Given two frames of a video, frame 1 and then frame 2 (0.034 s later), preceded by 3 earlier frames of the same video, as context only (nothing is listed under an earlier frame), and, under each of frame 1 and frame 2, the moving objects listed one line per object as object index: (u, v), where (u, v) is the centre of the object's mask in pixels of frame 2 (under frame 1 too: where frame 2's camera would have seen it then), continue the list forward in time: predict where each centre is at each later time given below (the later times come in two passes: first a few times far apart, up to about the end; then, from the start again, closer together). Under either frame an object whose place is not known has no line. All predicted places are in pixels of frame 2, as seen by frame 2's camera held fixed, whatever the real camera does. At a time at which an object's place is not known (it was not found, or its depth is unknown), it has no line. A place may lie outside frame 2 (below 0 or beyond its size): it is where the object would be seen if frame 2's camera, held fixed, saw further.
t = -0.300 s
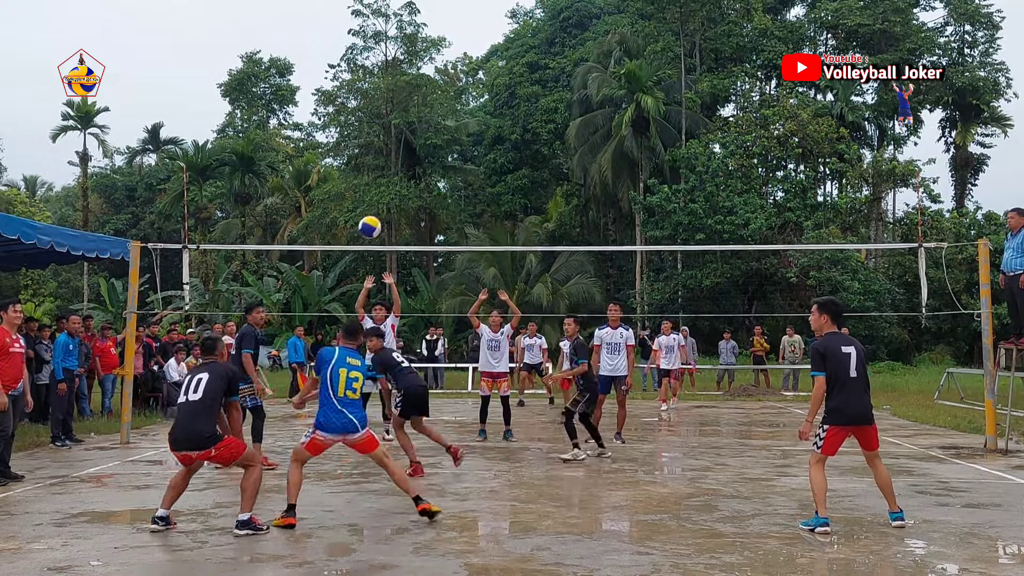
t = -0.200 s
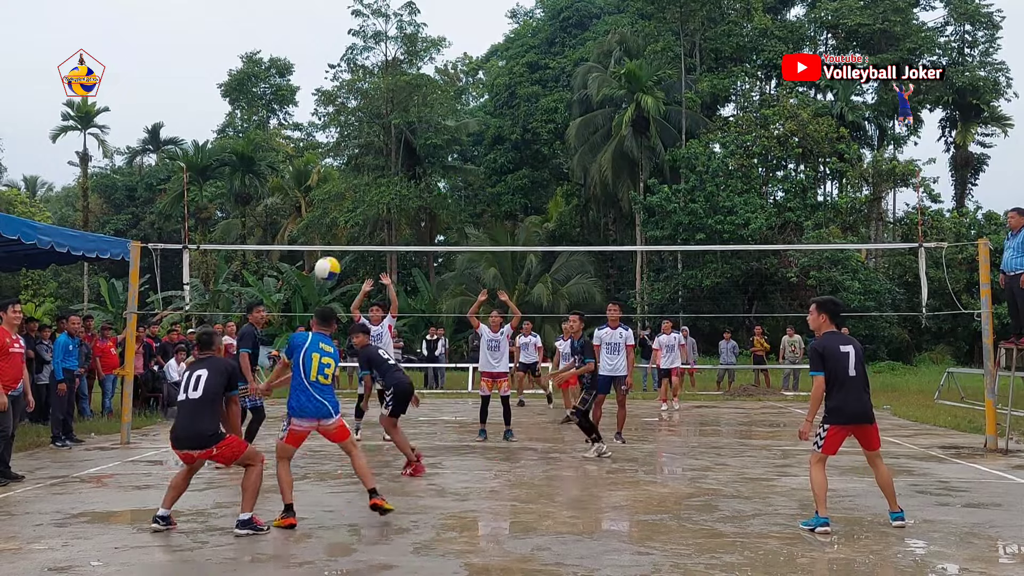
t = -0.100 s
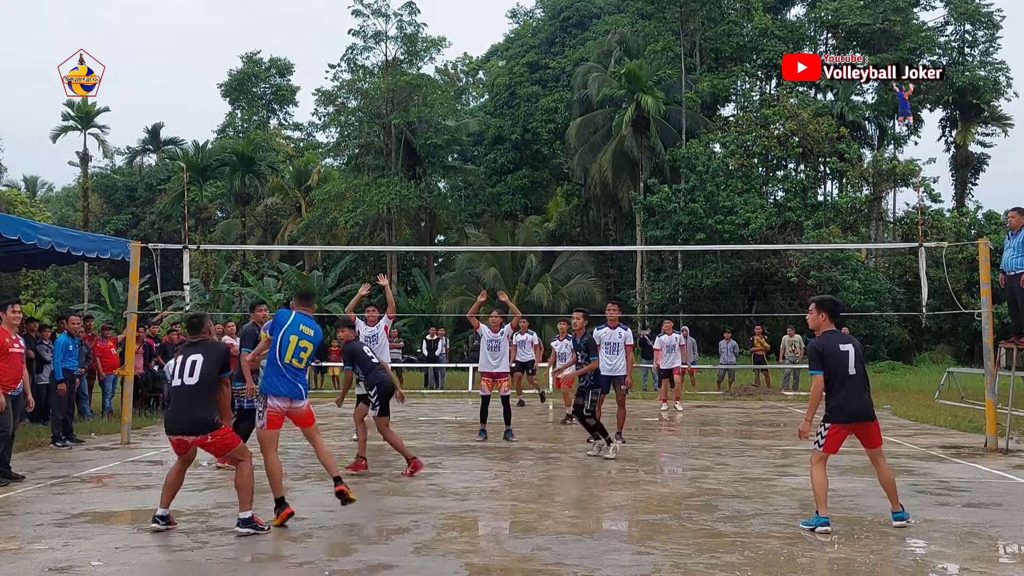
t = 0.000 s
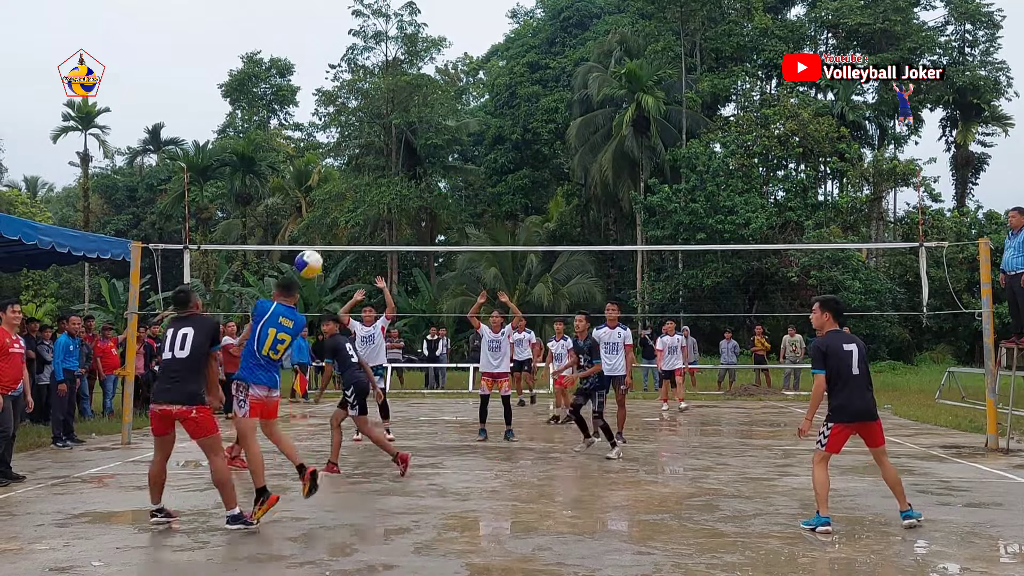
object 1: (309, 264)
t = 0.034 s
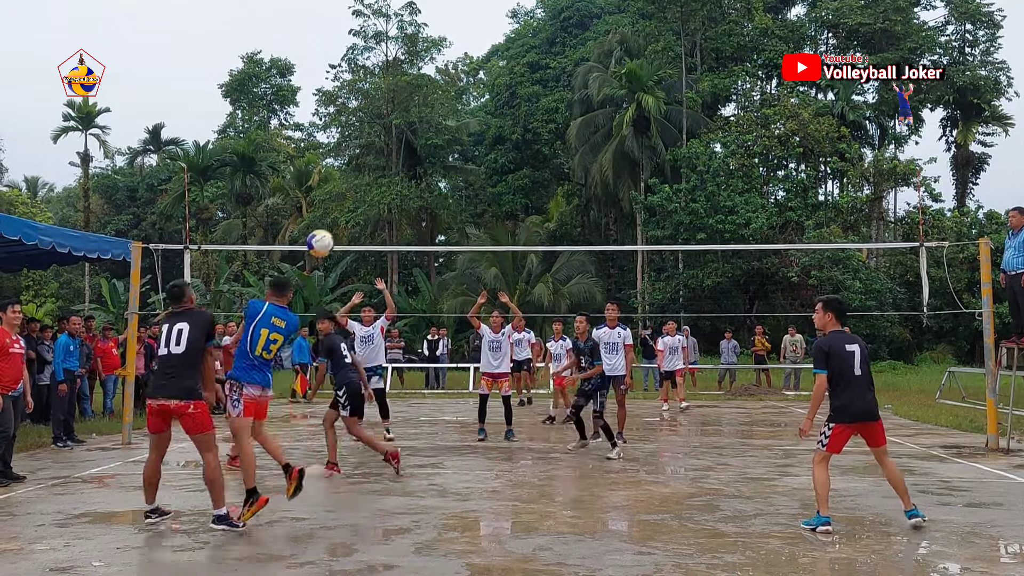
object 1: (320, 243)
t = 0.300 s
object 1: (401, 138)
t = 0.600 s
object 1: (478, 126)
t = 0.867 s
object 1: (536, 194)
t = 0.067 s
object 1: (331, 225)
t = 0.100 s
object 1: (341, 208)
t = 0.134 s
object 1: (351, 192)
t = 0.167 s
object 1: (362, 178)
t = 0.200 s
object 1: (372, 166)
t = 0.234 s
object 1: (382, 155)
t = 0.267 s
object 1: (392, 146)
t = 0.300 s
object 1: (401, 138)
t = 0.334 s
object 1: (410, 132)
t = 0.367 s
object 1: (419, 127)
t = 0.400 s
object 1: (427, 122)
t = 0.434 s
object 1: (436, 120)
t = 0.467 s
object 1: (444, 119)
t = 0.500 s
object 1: (453, 119)
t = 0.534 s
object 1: (461, 120)
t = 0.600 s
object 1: (478, 126)
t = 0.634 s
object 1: (485, 131)
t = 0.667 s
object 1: (492, 136)
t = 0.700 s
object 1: (500, 143)
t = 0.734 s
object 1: (507, 151)
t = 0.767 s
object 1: (515, 161)
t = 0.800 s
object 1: (522, 171)
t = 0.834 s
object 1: (529, 182)
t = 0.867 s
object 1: (536, 194)
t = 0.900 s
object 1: (543, 207)
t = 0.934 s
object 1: (550, 221)
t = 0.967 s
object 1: (556, 235)
